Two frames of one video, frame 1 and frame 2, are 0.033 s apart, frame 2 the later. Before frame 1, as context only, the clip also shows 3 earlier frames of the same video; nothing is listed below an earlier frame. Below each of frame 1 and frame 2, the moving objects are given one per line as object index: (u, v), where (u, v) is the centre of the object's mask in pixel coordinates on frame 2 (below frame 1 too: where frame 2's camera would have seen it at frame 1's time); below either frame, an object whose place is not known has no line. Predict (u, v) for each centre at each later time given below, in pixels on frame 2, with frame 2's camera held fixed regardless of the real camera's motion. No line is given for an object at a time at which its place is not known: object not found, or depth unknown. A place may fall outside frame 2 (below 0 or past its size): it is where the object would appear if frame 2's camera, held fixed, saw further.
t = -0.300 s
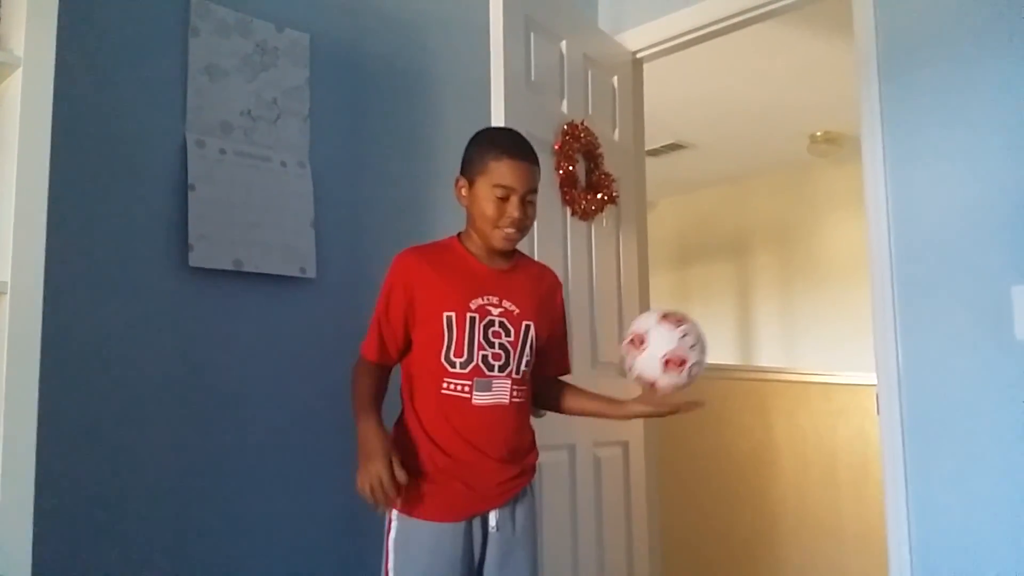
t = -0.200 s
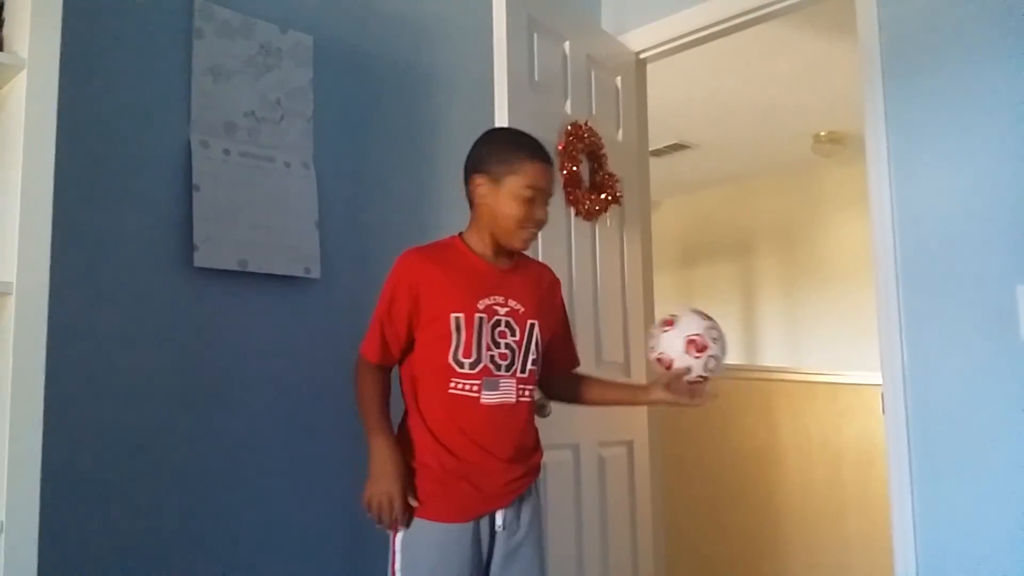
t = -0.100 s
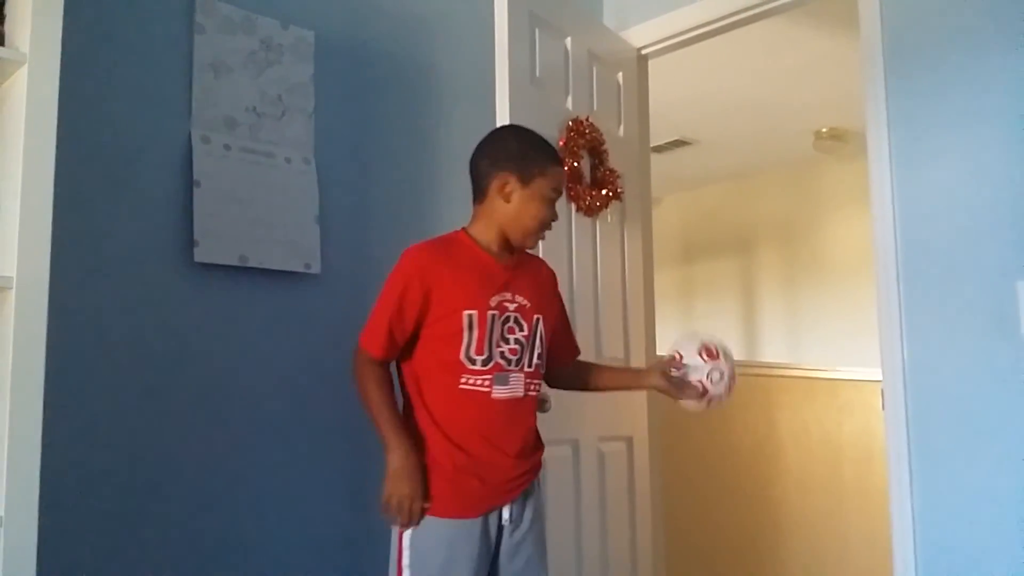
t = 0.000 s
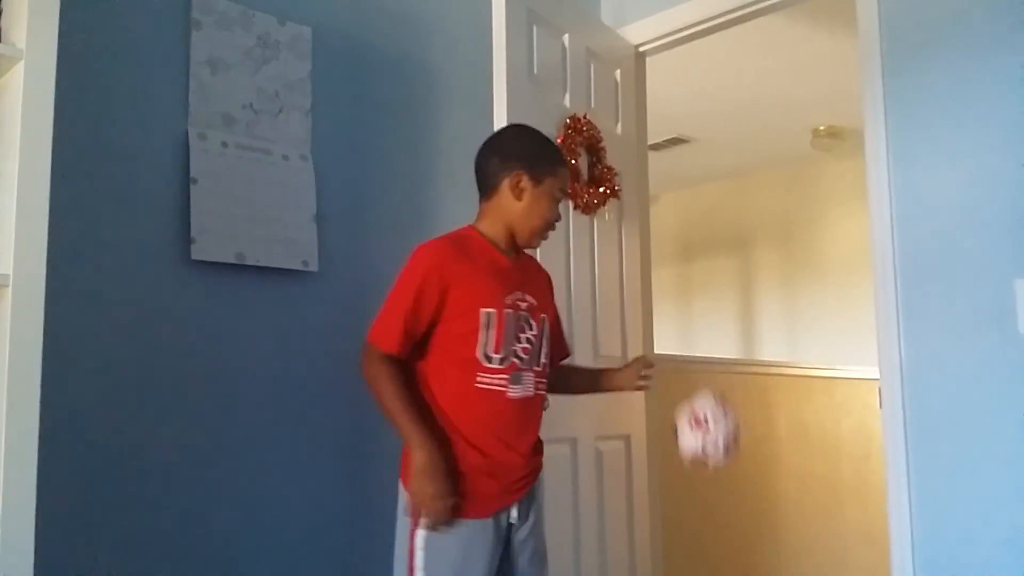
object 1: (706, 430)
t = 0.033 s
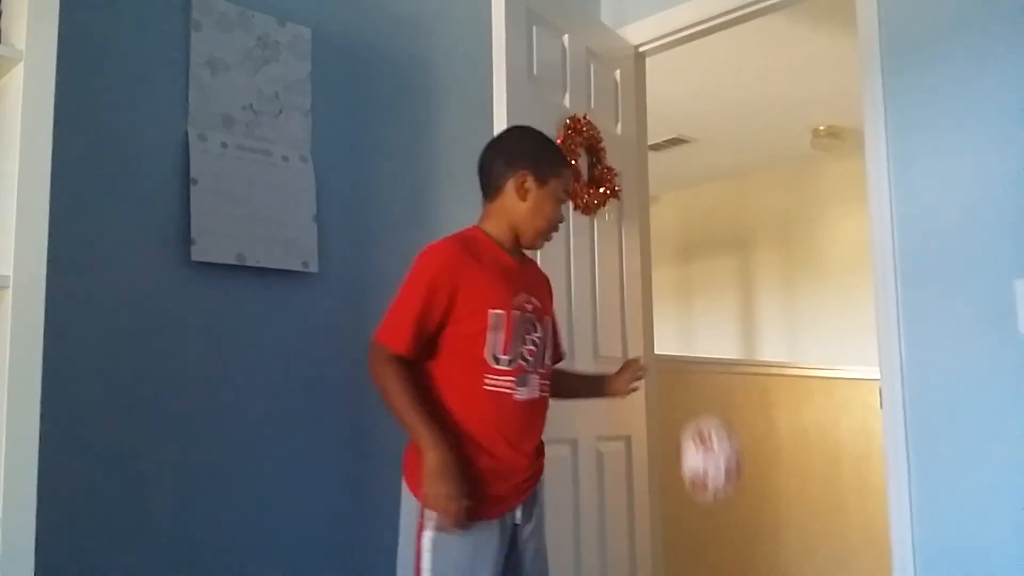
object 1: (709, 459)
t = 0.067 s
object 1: (712, 489)
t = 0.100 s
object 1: (715, 524)
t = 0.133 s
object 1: (718, 548)
